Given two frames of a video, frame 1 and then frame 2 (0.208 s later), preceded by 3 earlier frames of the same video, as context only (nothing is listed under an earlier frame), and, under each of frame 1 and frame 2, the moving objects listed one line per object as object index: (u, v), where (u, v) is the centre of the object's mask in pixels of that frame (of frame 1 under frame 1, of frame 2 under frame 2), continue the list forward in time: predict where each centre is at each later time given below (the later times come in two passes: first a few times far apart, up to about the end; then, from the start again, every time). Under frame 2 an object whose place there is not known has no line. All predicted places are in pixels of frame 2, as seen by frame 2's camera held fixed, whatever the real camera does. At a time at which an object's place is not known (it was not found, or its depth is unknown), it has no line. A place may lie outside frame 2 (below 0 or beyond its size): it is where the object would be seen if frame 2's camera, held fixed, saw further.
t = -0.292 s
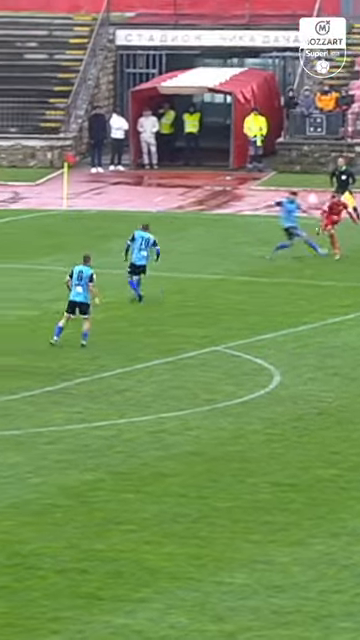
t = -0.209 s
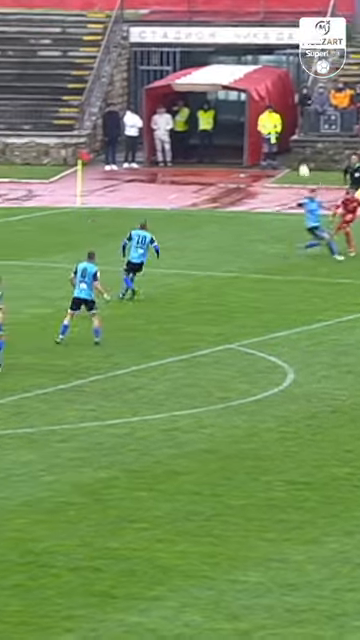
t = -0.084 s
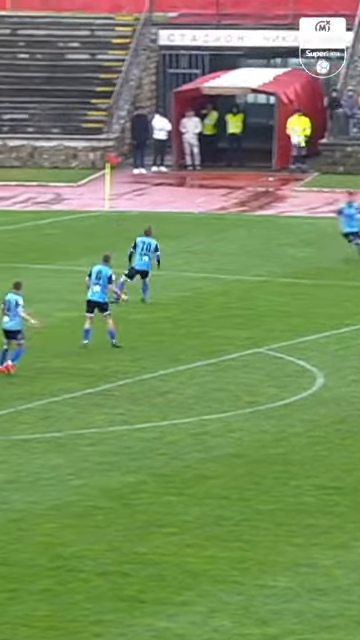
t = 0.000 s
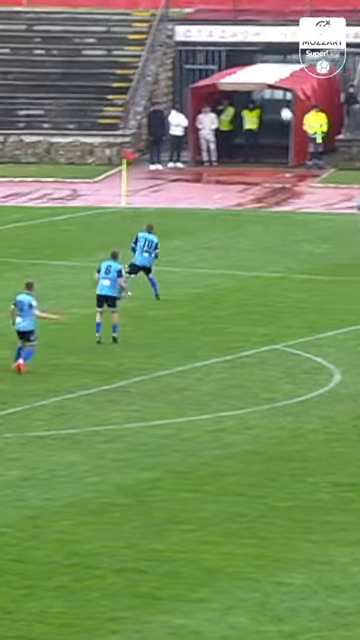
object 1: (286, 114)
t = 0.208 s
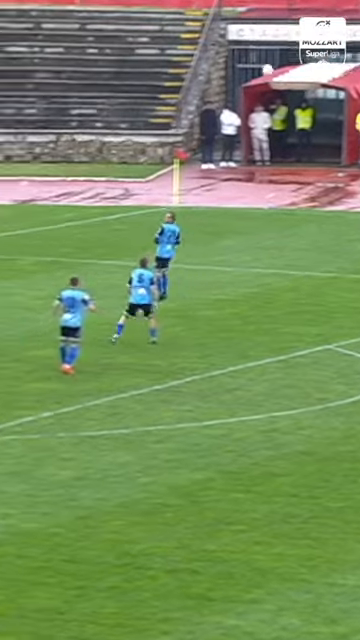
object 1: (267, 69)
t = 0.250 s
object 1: (253, 63)
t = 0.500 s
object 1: (157, 36)
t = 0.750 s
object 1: (53, 34)
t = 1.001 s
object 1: (-59, 59)
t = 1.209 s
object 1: (-160, 104)
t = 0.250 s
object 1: (253, 63)
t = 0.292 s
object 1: (237, 58)
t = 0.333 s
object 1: (222, 53)
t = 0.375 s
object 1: (205, 46)
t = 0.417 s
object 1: (190, 41)
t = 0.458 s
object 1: (173, 39)
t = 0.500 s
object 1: (157, 36)
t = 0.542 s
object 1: (141, 34)
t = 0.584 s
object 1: (124, 32)
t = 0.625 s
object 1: (106, 32)
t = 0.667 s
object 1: (89, 32)
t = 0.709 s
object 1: (71, 32)
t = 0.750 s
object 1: (53, 34)
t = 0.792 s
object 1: (35, 36)
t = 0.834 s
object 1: (16, 39)
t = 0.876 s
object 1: (-2, 42)
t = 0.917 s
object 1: (-21, 47)
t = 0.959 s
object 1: (-40, 53)
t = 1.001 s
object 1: (-59, 59)
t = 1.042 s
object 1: (-80, 67)
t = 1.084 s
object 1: (-99, 74)
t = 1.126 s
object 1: (-119, 83)
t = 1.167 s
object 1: (-139, 92)
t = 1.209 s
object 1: (-160, 104)
